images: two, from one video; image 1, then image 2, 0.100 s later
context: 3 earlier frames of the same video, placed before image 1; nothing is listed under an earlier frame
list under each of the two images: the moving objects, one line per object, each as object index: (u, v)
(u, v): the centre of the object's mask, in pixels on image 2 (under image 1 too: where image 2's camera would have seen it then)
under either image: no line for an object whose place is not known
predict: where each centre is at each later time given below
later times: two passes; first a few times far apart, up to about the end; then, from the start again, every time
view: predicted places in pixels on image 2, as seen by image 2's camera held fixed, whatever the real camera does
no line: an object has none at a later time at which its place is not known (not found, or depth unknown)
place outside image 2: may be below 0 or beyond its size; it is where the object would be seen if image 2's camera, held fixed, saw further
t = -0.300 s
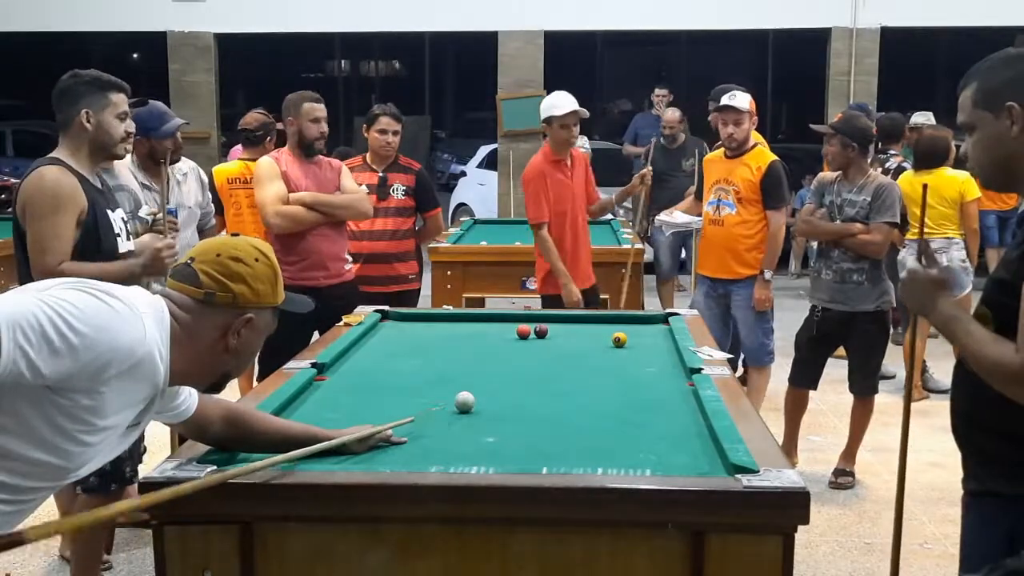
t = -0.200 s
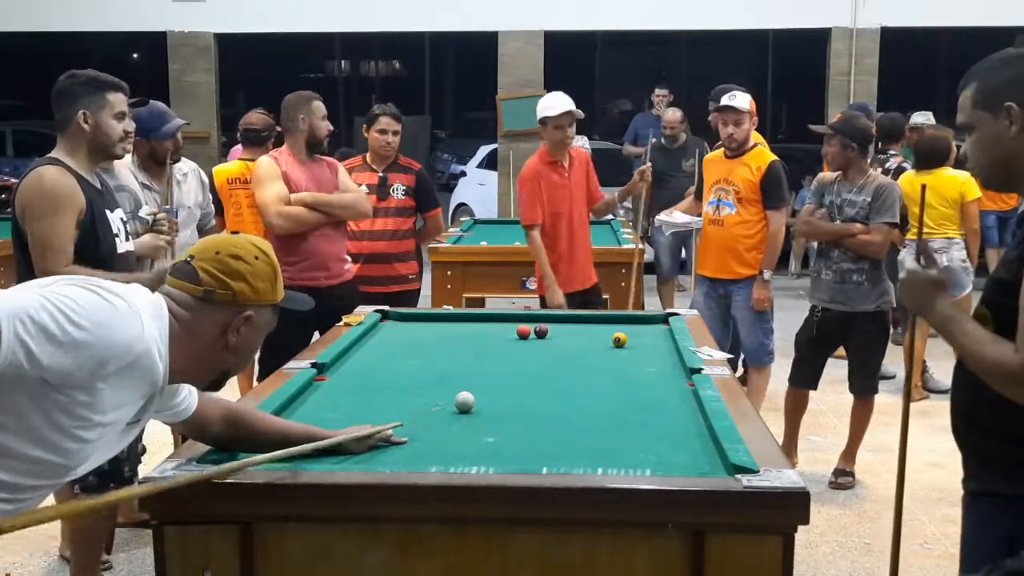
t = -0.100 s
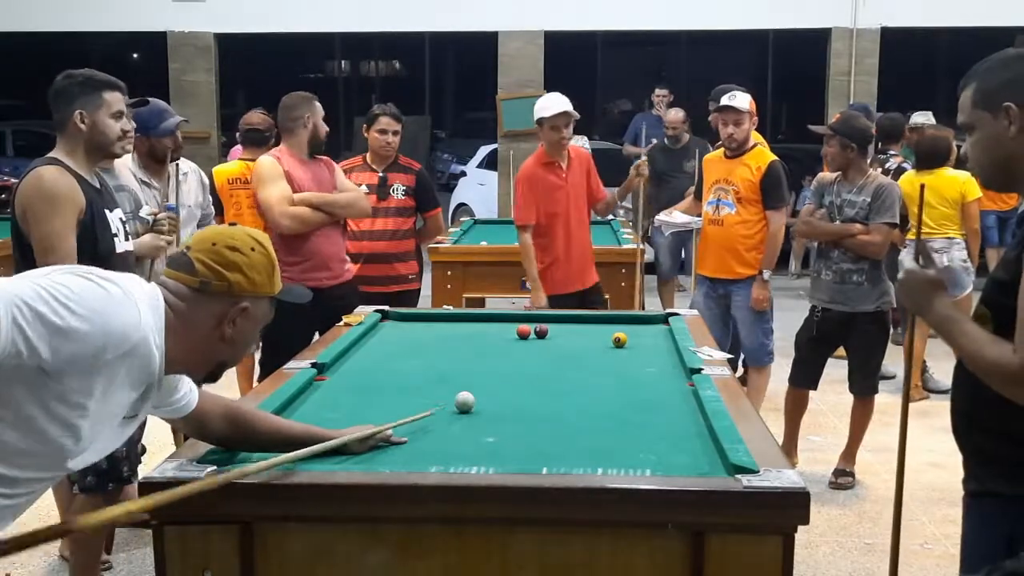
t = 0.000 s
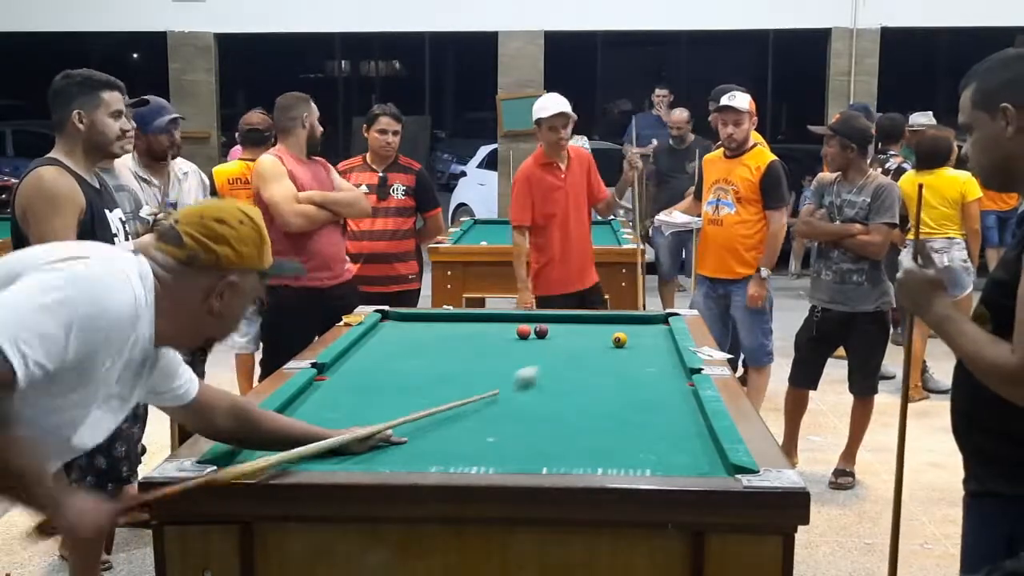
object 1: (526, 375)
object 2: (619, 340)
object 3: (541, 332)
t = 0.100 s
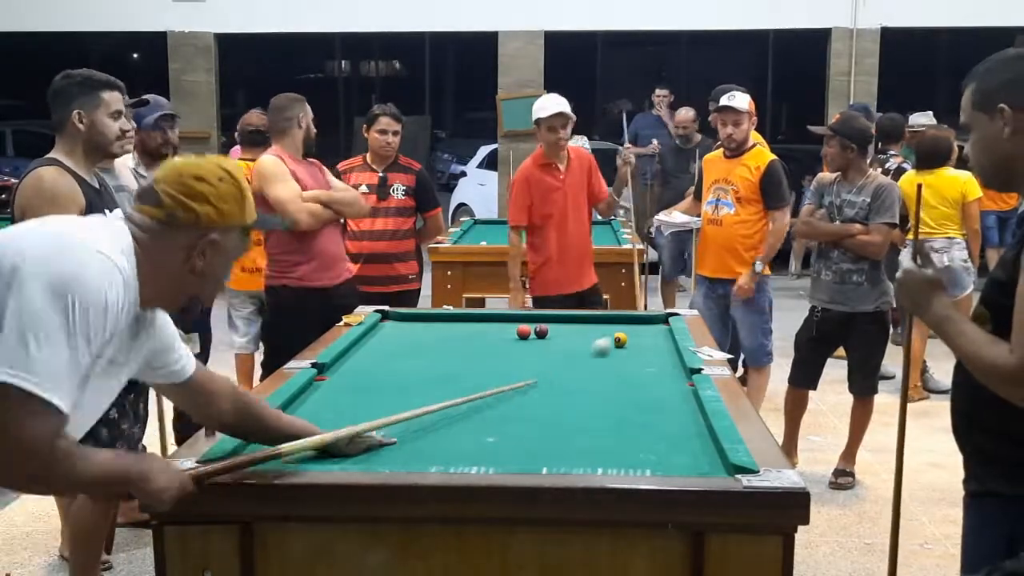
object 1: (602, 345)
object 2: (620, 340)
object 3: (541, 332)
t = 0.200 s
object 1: (633, 340)
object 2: (646, 322)
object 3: (541, 331)
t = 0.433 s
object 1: (650, 334)
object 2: (552, 318)
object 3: (541, 332)
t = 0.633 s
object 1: (618, 327)
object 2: (462, 317)
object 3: (541, 331)
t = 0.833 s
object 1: (589, 322)
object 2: (396, 316)
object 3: (541, 331)
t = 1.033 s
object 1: (563, 318)
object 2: (441, 318)
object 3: (541, 331)
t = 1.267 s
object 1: (534, 321)
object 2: (488, 322)
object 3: (541, 331)
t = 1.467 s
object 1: (534, 323)
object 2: (501, 323)
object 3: (541, 331)
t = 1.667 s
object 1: (551, 328)
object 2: (492, 325)
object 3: (540, 332)
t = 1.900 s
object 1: (569, 330)
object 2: (483, 327)
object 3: (536, 335)
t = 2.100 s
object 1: (584, 332)
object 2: (476, 328)
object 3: (533, 337)
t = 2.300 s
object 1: (599, 333)
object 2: (471, 329)
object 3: (531, 339)
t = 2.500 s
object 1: (612, 334)
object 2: (467, 330)
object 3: (529, 340)
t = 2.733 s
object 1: (627, 336)
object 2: (463, 330)
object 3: (527, 341)
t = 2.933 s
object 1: (638, 338)
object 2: (461, 331)
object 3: (526, 342)
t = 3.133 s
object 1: (647, 339)
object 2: (460, 331)
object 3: (525, 342)
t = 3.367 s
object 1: (656, 340)
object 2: (459, 331)
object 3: (525, 343)
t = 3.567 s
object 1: (664, 341)
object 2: (459, 331)
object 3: (524, 343)
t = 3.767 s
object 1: (666, 341)
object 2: (459, 331)
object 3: (524, 343)
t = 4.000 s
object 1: (664, 341)
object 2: (459, 331)
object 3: (524, 343)
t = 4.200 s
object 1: (663, 341)
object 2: (459, 331)
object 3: (524, 342)
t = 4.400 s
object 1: (664, 341)
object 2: (460, 331)
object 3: (525, 343)
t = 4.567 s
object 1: (664, 342)
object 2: (460, 331)
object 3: (525, 343)
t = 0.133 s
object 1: (619, 339)
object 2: (627, 333)
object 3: (541, 332)
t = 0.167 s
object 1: (626, 338)
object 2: (635, 327)
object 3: (541, 331)
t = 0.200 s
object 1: (633, 340)
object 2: (646, 322)
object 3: (541, 331)
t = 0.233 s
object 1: (641, 340)
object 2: (660, 318)
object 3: (541, 332)
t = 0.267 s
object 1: (649, 339)
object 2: (648, 316)
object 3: (541, 332)
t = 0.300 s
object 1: (657, 338)
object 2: (625, 318)
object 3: (541, 332)
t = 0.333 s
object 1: (665, 337)
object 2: (605, 318)
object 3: (541, 332)
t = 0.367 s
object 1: (662, 335)
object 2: (586, 318)
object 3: (541, 332)
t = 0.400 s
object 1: (656, 334)
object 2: (569, 318)
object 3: (541, 331)
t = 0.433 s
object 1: (650, 334)
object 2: (552, 318)
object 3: (541, 332)
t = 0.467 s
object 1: (645, 333)
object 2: (537, 317)
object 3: (541, 331)
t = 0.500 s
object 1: (639, 332)
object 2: (520, 317)
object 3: (541, 331)
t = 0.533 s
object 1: (633, 331)
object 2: (506, 318)
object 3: (541, 331)
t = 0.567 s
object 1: (628, 330)
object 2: (491, 317)
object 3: (541, 331)
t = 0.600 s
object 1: (623, 329)
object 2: (477, 317)
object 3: (541, 332)
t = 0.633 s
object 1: (618, 327)
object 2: (462, 317)
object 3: (541, 331)
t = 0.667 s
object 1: (613, 327)
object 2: (448, 316)
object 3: (541, 331)
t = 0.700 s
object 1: (608, 326)
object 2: (434, 317)
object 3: (541, 331)
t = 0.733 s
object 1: (603, 325)
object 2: (420, 317)
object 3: (541, 331)
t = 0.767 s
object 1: (598, 324)
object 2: (405, 317)
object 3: (541, 331)
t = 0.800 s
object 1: (594, 323)
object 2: (391, 317)
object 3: (541, 331)
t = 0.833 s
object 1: (589, 322)
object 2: (396, 316)
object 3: (541, 331)
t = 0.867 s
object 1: (584, 321)
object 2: (406, 316)
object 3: (541, 331)
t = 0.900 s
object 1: (580, 320)
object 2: (415, 317)
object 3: (541, 331)
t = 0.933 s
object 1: (576, 319)
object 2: (421, 317)
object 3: (541, 331)
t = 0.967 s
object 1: (571, 318)
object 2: (428, 317)
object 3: (541, 331)
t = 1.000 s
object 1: (567, 318)
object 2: (435, 318)
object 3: (541, 331)
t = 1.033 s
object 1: (563, 318)
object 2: (441, 318)
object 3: (541, 331)
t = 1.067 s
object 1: (559, 319)
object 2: (448, 319)
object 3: (541, 331)
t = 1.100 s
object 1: (555, 319)
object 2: (454, 319)
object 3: (541, 331)
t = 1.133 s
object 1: (551, 319)
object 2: (461, 320)
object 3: (541, 331)
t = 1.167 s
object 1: (546, 319)
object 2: (468, 320)
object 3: (541, 331)
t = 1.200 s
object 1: (542, 319)
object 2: (475, 321)
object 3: (541, 332)
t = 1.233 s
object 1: (538, 320)
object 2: (482, 321)
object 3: (541, 332)
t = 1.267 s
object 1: (534, 321)
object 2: (488, 322)
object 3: (541, 331)
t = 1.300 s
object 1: (530, 321)
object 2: (495, 322)
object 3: (541, 331)
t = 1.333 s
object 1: (526, 321)
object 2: (502, 322)
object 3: (541, 331)
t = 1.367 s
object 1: (523, 321)
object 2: (507, 323)
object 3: (541, 331)
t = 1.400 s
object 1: (528, 322)
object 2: (504, 323)
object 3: (541, 331)
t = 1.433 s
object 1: (532, 323)
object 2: (502, 323)
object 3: (541, 331)
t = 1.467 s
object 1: (534, 323)
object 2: (501, 323)
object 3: (541, 331)
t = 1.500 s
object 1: (536, 323)
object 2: (499, 323)
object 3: (541, 332)
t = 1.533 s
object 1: (538, 323)
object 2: (498, 323)
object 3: (541, 332)
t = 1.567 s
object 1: (542, 323)
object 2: (496, 324)
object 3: (541, 332)
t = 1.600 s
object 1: (545, 324)
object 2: (495, 324)
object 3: (541, 332)
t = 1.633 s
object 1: (549, 326)
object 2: (493, 325)
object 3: (540, 332)
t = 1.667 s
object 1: (551, 328)
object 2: (492, 325)
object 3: (540, 332)
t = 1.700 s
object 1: (553, 329)
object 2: (491, 325)
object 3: (539, 332)
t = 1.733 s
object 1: (556, 329)
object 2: (489, 326)
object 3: (538, 333)
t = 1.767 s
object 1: (558, 329)
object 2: (488, 326)
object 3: (538, 334)
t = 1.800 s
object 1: (561, 329)
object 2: (487, 326)
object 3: (537, 334)
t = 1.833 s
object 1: (564, 330)
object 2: (485, 326)
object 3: (537, 334)
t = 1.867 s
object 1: (566, 330)
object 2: (484, 327)
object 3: (536, 334)
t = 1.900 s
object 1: (569, 330)
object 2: (483, 327)
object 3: (536, 335)
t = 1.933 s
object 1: (571, 330)
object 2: (482, 327)
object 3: (536, 335)
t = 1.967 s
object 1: (574, 331)
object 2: (481, 327)
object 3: (535, 336)
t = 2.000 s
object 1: (577, 331)
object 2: (480, 327)
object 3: (535, 336)
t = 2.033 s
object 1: (580, 331)
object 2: (479, 328)
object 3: (535, 337)
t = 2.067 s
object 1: (582, 331)
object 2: (478, 327)
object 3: (534, 337)
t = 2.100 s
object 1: (584, 332)
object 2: (476, 328)
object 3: (533, 337)
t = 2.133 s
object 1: (587, 332)
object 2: (475, 328)
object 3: (533, 338)
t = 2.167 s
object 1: (589, 332)
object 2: (474, 328)
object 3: (533, 338)
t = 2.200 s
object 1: (592, 332)
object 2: (474, 328)
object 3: (531, 338)
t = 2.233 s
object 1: (594, 333)
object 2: (472, 329)
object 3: (531, 338)
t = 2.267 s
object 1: (597, 333)
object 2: (472, 329)
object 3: (531, 338)
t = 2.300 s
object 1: (599, 333)
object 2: (471, 329)
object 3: (531, 339)
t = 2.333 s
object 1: (601, 333)
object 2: (470, 329)
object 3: (530, 339)
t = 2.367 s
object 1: (604, 333)
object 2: (470, 329)
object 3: (530, 339)
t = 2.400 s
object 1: (606, 334)
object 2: (469, 329)
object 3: (529, 339)
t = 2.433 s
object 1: (608, 334)
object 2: (468, 329)
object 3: (529, 339)
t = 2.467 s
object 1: (610, 334)
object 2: (467, 329)
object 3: (529, 340)
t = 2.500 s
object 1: (612, 334)
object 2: (467, 330)
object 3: (529, 340)
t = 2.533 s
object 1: (615, 335)
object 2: (466, 330)
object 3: (529, 340)
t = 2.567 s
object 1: (617, 335)
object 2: (465, 330)
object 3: (528, 340)
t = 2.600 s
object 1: (619, 335)
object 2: (465, 330)
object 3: (528, 340)
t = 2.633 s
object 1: (621, 335)
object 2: (464, 330)
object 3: (528, 340)
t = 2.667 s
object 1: (623, 336)
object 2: (464, 330)
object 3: (528, 340)
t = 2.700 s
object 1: (625, 336)
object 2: (464, 330)
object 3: (527, 340)
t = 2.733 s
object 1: (627, 336)
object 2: (463, 330)
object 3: (527, 341)
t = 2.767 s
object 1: (629, 336)
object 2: (462, 331)
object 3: (527, 341)
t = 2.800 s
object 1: (630, 336)
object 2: (462, 331)
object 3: (527, 342)
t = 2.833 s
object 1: (632, 337)
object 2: (462, 331)
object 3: (527, 341)
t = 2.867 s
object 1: (634, 337)
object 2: (461, 331)
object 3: (526, 342)
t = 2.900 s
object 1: (636, 337)
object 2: (461, 331)
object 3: (526, 342)
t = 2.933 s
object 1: (638, 338)
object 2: (461, 331)
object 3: (526, 342)
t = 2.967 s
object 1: (639, 338)
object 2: (461, 331)
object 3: (526, 342)
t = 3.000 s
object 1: (641, 338)
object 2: (460, 331)
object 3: (526, 342)
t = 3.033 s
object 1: (643, 338)
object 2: (460, 331)
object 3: (525, 342)
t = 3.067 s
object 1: (643, 338)
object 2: (460, 331)
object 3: (525, 342)
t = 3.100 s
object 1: (646, 338)
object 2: (460, 331)
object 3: (525, 342)
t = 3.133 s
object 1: (647, 339)
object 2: (460, 331)
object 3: (525, 342)
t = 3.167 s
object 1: (649, 339)
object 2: (460, 331)
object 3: (525, 342)
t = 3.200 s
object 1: (650, 339)
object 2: (460, 331)
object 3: (525, 343)
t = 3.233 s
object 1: (652, 339)
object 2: (459, 331)
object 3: (525, 343)
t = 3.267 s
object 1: (653, 339)
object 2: (459, 331)
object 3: (525, 343)
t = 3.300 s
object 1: (654, 339)
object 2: (459, 331)
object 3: (525, 343)
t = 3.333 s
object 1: (656, 340)
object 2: (459, 331)
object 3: (525, 343)
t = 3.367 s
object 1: (656, 340)
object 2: (459, 331)
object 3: (525, 343)
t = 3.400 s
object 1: (658, 340)
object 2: (459, 331)
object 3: (525, 343)
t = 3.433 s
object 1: (659, 340)
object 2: (459, 331)
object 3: (525, 343)
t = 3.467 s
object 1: (660, 340)
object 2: (459, 331)
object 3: (525, 343)
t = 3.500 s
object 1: (662, 340)
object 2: (459, 331)
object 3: (525, 343)
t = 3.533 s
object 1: (663, 340)
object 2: (459, 331)
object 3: (524, 343)
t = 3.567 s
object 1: (664, 341)
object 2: (459, 331)
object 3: (524, 343)
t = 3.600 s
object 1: (665, 341)
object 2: (459, 331)
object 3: (524, 343)
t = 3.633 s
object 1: (666, 341)
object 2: (459, 331)
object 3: (524, 343)
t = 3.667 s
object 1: (667, 341)
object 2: (459, 331)
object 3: (524, 343)
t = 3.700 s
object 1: (667, 341)
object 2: (459, 331)
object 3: (524, 343)
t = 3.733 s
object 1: (667, 341)
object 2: (459, 331)
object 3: (524, 343)
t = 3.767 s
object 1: (666, 341)
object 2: (459, 331)
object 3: (524, 343)
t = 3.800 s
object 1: (666, 341)
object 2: (459, 331)
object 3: (524, 343)
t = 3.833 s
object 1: (666, 341)
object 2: (459, 331)
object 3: (524, 343)
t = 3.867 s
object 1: (665, 341)
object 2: (459, 331)
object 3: (525, 343)
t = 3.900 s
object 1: (665, 341)
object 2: (459, 331)
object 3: (524, 343)
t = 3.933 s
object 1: (665, 341)
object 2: (459, 331)
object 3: (524, 343)
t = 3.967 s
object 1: (664, 341)
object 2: (459, 331)
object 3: (524, 343)
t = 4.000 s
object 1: (664, 341)
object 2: (459, 331)
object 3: (524, 343)
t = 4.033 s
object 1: (664, 342)
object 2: (459, 331)
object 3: (525, 343)
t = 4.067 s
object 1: (664, 342)
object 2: (459, 331)
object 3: (525, 343)
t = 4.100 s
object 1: (664, 342)
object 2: (459, 331)
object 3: (524, 343)
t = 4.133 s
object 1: (664, 341)
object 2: (459, 331)
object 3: (525, 343)
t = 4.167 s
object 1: (663, 342)
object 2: (459, 330)
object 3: (524, 343)
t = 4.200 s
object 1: (663, 341)
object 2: (459, 331)
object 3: (524, 342)
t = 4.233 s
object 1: (663, 341)
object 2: (459, 331)
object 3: (524, 343)
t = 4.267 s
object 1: (663, 342)
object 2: (459, 331)
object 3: (525, 343)
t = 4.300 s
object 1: (663, 341)
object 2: (459, 331)
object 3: (525, 343)
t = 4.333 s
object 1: (663, 341)
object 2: (459, 331)
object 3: (525, 343)
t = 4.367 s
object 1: (664, 341)
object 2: (459, 331)
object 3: (525, 343)
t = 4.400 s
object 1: (664, 341)
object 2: (460, 331)
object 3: (525, 343)
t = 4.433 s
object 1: (664, 342)
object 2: (460, 331)
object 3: (525, 343)
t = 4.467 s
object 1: (664, 342)
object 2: (459, 331)
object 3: (525, 343)
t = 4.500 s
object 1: (664, 342)
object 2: (459, 331)
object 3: (525, 343)
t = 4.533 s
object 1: (664, 342)
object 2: (459, 331)
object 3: (525, 343)
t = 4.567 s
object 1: (664, 342)
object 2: (460, 331)
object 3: (525, 343)
